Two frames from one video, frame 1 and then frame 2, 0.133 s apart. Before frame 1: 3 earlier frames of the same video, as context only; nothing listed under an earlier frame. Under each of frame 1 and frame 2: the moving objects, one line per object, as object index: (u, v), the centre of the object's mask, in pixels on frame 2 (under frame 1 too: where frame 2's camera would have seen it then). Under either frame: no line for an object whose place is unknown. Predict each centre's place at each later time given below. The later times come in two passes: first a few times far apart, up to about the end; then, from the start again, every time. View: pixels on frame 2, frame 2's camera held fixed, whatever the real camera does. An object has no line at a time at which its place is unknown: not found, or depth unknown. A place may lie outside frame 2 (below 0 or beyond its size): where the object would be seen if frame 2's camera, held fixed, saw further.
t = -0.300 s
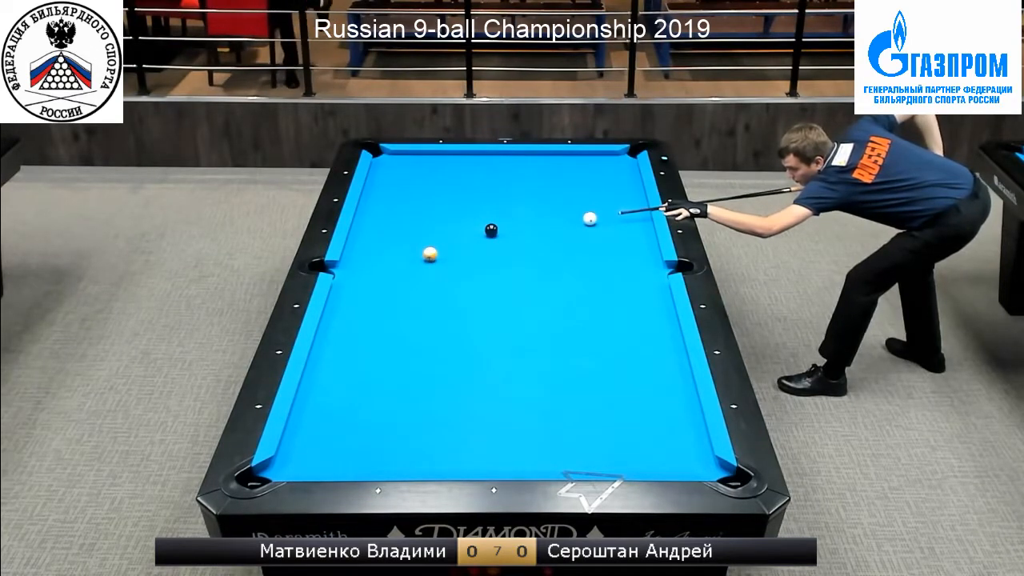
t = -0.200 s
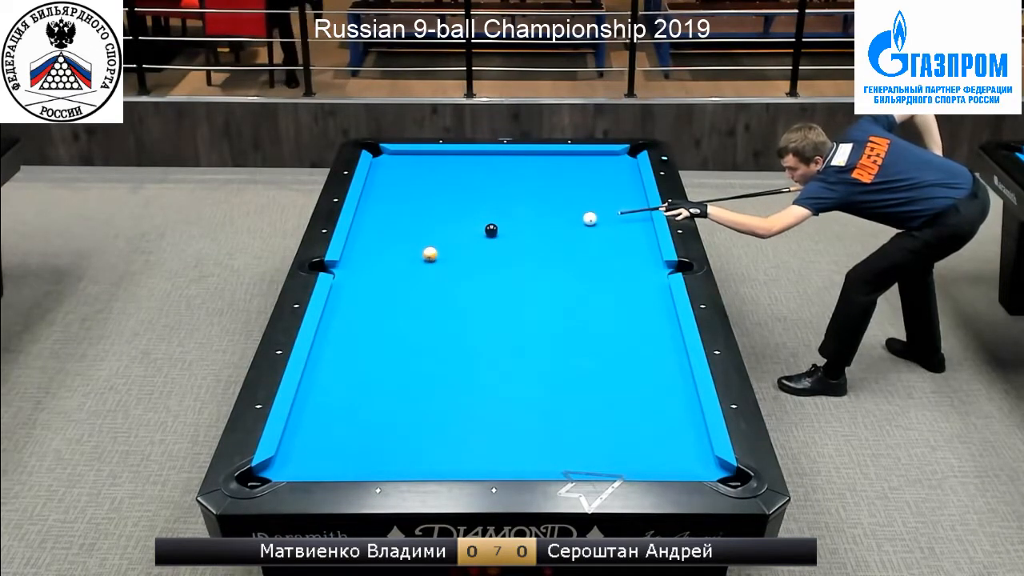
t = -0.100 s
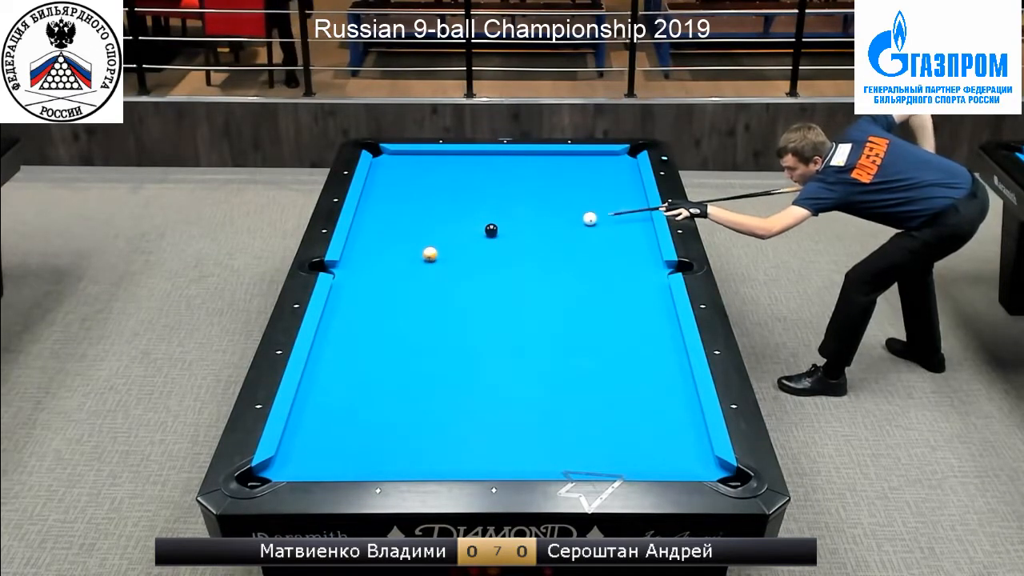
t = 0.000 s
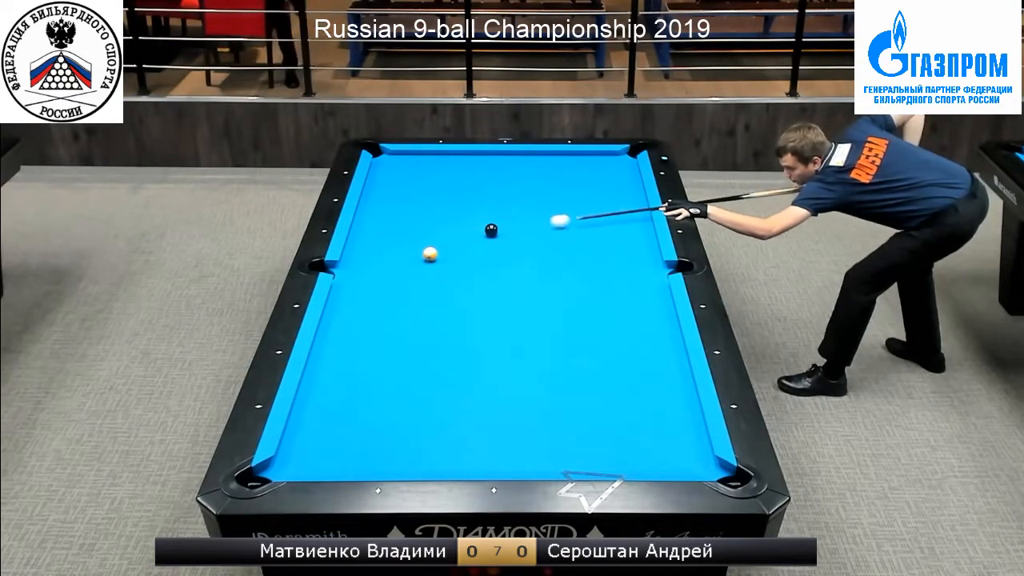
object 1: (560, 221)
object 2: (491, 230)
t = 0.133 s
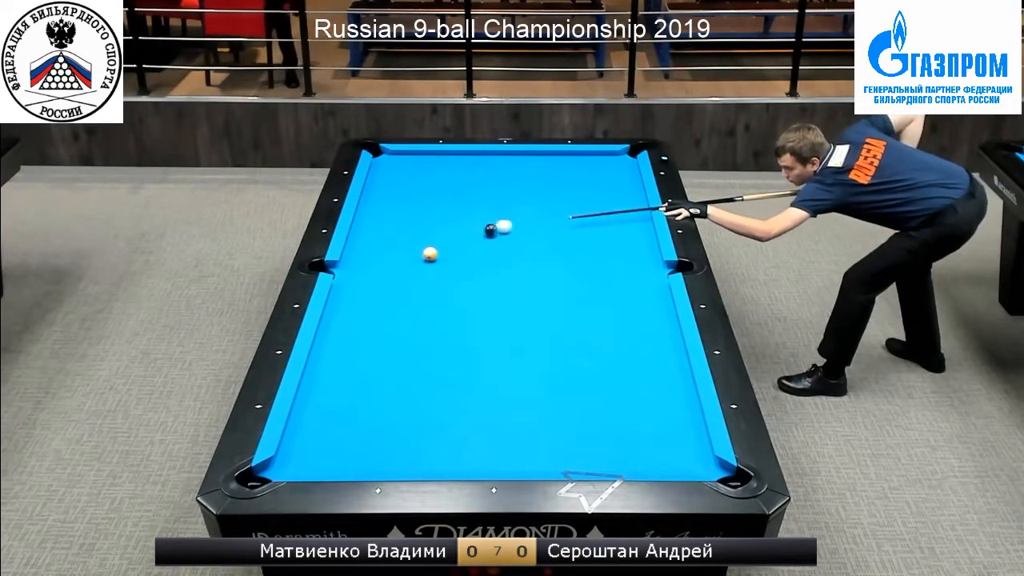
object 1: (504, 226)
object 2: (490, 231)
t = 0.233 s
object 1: (493, 223)
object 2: (456, 239)
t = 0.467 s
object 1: (458, 217)
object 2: (388, 256)
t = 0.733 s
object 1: (417, 211)
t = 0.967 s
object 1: (383, 206)
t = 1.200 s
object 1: (372, 203)
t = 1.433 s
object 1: (389, 202)
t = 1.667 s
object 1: (404, 201)
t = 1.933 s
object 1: (421, 200)
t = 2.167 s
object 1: (434, 199)
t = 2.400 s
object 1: (447, 198)
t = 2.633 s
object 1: (458, 197)
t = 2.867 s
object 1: (468, 197)
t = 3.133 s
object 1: (478, 195)
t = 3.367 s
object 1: (486, 195)
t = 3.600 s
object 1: (493, 195)
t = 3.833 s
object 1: (499, 194)
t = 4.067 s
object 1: (505, 193)
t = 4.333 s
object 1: (509, 193)
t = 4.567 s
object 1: (512, 193)
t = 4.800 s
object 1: (514, 193)
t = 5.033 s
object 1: (515, 193)
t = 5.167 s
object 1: (516, 193)
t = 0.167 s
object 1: (500, 225)
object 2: (479, 233)
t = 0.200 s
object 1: (497, 224)
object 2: (467, 236)
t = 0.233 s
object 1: (493, 223)
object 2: (456, 239)
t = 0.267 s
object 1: (489, 221)
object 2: (446, 241)
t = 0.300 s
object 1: (484, 221)
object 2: (436, 243)
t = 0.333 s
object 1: (479, 220)
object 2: (424, 245)
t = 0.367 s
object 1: (474, 219)
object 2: (415, 249)
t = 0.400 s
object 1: (469, 218)
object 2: (406, 251)
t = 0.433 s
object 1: (463, 218)
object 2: (397, 254)
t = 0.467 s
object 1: (458, 217)
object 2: (388, 256)
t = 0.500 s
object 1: (453, 216)
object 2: (379, 258)
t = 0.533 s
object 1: (448, 216)
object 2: (370, 260)
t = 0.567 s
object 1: (443, 215)
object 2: (362, 262)
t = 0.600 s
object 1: (437, 214)
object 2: (353, 265)
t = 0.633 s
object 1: (432, 213)
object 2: (344, 267)
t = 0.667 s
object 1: (427, 212)
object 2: (334, 267)
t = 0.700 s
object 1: (422, 212)
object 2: (326, 269)
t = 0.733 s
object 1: (417, 211)
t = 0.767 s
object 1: (412, 210)
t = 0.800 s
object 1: (407, 210)
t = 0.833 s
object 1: (402, 209)
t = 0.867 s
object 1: (398, 208)
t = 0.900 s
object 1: (393, 208)
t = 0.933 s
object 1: (388, 207)
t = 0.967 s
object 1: (383, 206)
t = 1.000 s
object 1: (379, 206)
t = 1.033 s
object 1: (374, 205)
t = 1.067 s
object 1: (369, 205)
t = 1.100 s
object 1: (365, 204)
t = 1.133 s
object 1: (365, 203)
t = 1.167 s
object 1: (368, 203)
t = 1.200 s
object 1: (372, 203)
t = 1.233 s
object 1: (374, 203)
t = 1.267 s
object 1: (377, 203)
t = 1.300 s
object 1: (379, 203)
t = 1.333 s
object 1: (382, 202)
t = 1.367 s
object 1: (384, 202)
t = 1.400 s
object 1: (386, 202)
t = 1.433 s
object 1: (389, 202)
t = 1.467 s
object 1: (391, 202)
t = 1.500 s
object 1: (393, 202)
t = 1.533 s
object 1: (396, 202)
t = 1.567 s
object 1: (398, 202)
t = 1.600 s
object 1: (400, 201)
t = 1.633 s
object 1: (402, 201)
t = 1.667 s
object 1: (404, 201)
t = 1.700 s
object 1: (406, 201)
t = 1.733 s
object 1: (409, 201)
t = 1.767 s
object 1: (411, 200)
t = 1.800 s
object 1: (413, 200)
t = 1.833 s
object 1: (415, 200)
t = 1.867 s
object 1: (417, 200)
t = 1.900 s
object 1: (419, 200)
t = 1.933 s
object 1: (421, 200)
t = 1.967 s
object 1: (423, 200)
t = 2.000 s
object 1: (425, 200)
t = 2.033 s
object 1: (427, 199)
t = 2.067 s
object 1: (429, 199)
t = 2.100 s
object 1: (431, 199)
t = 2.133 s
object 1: (433, 199)
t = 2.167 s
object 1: (434, 199)
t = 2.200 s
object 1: (436, 199)
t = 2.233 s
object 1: (438, 199)
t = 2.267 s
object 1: (440, 199)
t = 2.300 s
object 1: (442, 199)
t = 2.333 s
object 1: (443, 198)
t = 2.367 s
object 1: (445, 198)
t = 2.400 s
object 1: (447, 198)
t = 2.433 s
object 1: (448, 198)
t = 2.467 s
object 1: (450, 198)
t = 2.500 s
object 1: (452, 198)
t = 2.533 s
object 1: (453, 198)
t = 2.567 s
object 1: (455, 198)
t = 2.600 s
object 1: (456, 198)
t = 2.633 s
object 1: (458, 197)
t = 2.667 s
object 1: (459, 197)
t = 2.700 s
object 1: (461, 197)
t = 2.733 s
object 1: (462, 197)
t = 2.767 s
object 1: (464, 197)
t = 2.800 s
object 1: (465, 197)
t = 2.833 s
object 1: (467, 197)
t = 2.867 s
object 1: (468, 197)
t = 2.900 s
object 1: (469, 196)
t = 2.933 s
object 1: (471, 196)
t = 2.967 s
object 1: (472, 196)
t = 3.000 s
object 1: (473, 196)
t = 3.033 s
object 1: (475, 196)
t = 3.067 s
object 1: (476, 196)
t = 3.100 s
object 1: (477, 196)
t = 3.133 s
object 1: (478, 195)
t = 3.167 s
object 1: (480, 195)
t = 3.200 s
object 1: (481, 195)
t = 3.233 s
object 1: (482, 195)
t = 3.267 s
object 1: (483, 195)
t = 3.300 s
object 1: (484, 195)
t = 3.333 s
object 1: (485, 195)
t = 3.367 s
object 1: (486, 195)
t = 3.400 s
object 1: (487, 195)
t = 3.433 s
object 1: (489, 195)
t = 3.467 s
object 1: (489, 195)
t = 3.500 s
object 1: (490, 195)
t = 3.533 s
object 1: (491, 194)
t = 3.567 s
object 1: (492, 194)
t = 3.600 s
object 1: (493, 195)
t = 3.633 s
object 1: (494, 194)
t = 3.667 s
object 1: (495, 194)
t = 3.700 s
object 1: (496, 194)
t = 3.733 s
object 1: (497, 194)
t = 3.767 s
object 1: (498, 194)
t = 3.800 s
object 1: (499, 194)
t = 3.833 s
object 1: (499, 194)
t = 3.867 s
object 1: (500, 194)
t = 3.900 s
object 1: (501, 194)
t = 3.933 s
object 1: (502, 194)
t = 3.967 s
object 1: (502, 194)
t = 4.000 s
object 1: (503, 194)
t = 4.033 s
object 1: (504, 194)
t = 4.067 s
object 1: (505, 193)
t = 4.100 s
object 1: (505, 193)
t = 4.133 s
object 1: (506, 193)
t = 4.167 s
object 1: (506, 193)
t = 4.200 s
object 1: (507, 193)
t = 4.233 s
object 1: (507, 193)
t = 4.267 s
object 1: (508, 193)
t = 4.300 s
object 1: (508, 193)
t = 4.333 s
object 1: (509, 193)
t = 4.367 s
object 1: (509, 193)
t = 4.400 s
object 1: (510, 193)
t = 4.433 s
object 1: (510, 193)
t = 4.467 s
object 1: (511, 193)
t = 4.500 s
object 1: (511, 193)
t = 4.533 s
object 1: (512, 193)
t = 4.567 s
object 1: (512, 193)
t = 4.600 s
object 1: (513, 193)
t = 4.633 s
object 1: (513, 193)
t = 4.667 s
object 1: (513, 193)
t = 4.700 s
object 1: (513, 193)
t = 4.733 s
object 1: (514, 193)
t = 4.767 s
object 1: (514, 193)
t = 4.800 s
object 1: (514, 193)
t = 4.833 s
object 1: (514, 193)
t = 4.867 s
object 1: (514, 193)
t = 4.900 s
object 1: (515, 193)
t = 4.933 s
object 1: (515, 193)
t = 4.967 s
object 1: (515, 193)
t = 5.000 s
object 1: (515, 193)
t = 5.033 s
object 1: (515, 193)
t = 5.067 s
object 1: (515, 193)
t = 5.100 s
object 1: (515, 193)
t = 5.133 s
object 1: (516, 193)
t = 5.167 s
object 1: (516, 193)
